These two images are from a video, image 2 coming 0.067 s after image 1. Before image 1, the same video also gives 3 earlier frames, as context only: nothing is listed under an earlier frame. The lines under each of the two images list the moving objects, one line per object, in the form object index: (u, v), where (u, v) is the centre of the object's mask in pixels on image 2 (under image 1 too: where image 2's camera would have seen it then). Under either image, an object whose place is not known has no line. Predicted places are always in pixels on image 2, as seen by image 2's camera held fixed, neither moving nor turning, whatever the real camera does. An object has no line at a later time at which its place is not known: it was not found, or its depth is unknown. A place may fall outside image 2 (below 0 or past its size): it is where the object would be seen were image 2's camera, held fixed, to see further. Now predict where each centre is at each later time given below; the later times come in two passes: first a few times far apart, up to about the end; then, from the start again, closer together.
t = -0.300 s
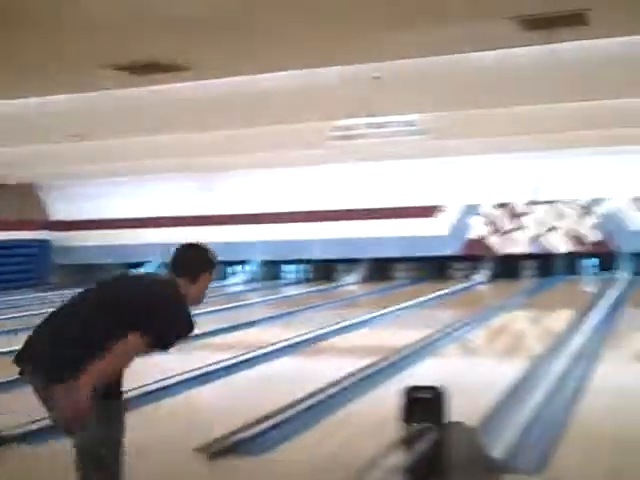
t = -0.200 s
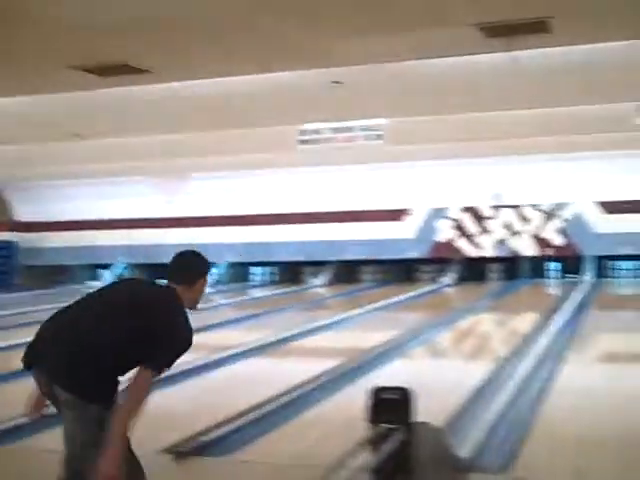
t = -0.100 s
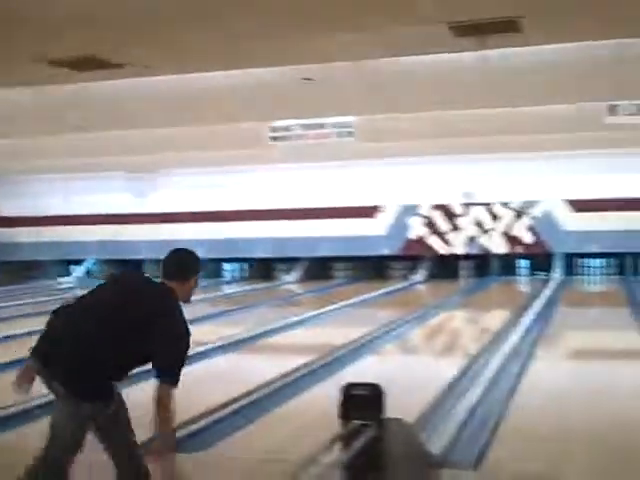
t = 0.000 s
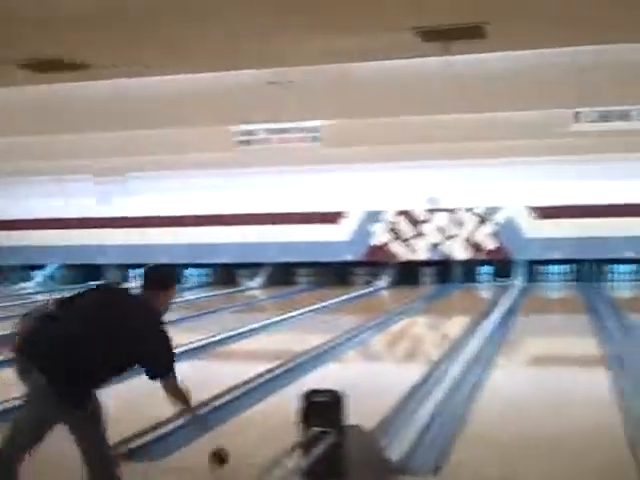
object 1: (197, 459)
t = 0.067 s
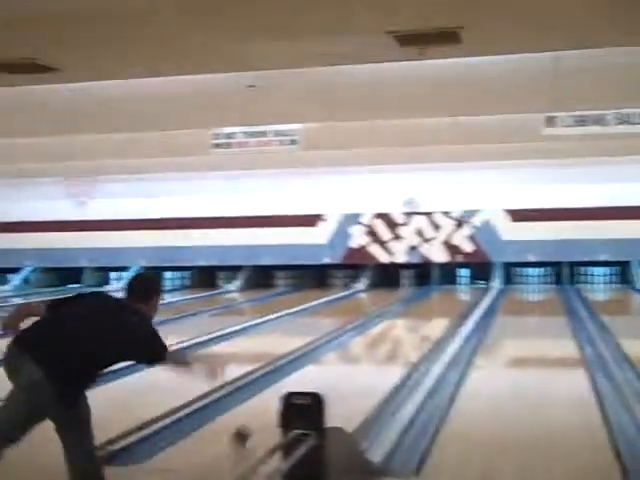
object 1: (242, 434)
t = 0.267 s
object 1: (321, 384)
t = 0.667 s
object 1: (396, 333)
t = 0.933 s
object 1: (421, 315)
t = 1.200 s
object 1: (437, 305)
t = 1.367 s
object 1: (448, 297)
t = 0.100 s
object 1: (258, 423)
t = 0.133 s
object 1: (272, 414)
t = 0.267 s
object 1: (321, 384)
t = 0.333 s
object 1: (338, 371)
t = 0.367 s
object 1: (345, 367)
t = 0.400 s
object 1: (353, 361)
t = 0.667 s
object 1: (396, 333)
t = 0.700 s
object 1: (400, 330)
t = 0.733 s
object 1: (404, 328)
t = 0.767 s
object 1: (407, 324)
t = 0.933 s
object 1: (421, 315)
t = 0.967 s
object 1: (424, 313)
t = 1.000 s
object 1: (425, 313)
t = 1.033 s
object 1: (427, 313)
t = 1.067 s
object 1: (430, 310)
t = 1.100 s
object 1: (431, 310)
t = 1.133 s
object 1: (435, 307)
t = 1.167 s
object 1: (437, 305)
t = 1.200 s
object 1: (437, 305)
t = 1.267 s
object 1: (442, 302)
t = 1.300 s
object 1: (442, 302)
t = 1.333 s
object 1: (442, 302)
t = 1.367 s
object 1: (448, 297)
